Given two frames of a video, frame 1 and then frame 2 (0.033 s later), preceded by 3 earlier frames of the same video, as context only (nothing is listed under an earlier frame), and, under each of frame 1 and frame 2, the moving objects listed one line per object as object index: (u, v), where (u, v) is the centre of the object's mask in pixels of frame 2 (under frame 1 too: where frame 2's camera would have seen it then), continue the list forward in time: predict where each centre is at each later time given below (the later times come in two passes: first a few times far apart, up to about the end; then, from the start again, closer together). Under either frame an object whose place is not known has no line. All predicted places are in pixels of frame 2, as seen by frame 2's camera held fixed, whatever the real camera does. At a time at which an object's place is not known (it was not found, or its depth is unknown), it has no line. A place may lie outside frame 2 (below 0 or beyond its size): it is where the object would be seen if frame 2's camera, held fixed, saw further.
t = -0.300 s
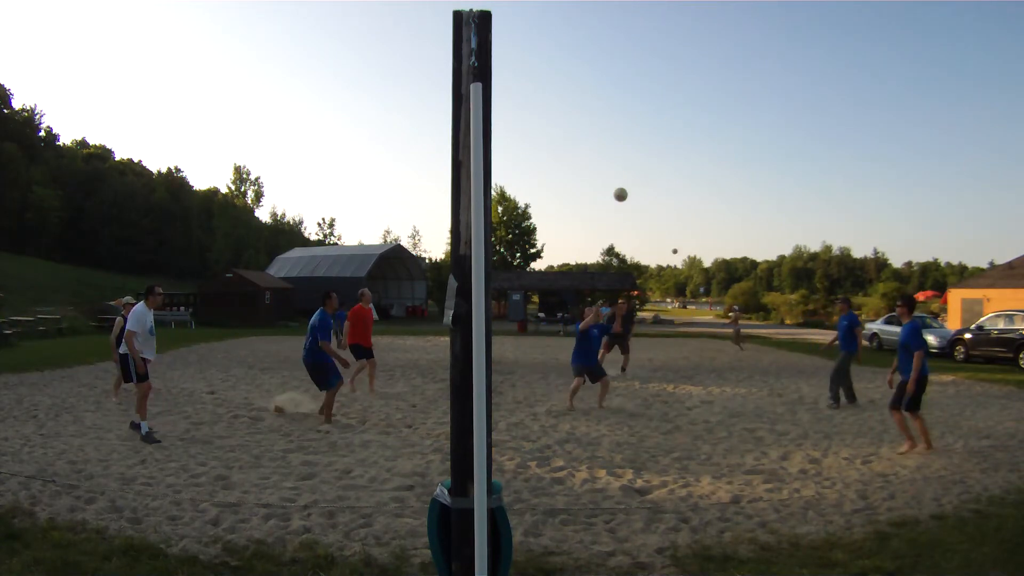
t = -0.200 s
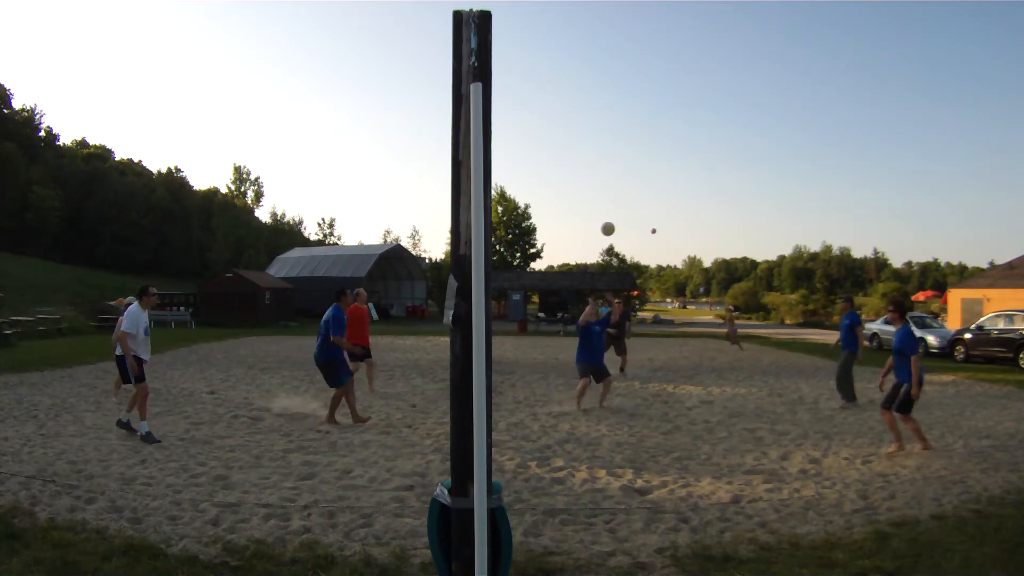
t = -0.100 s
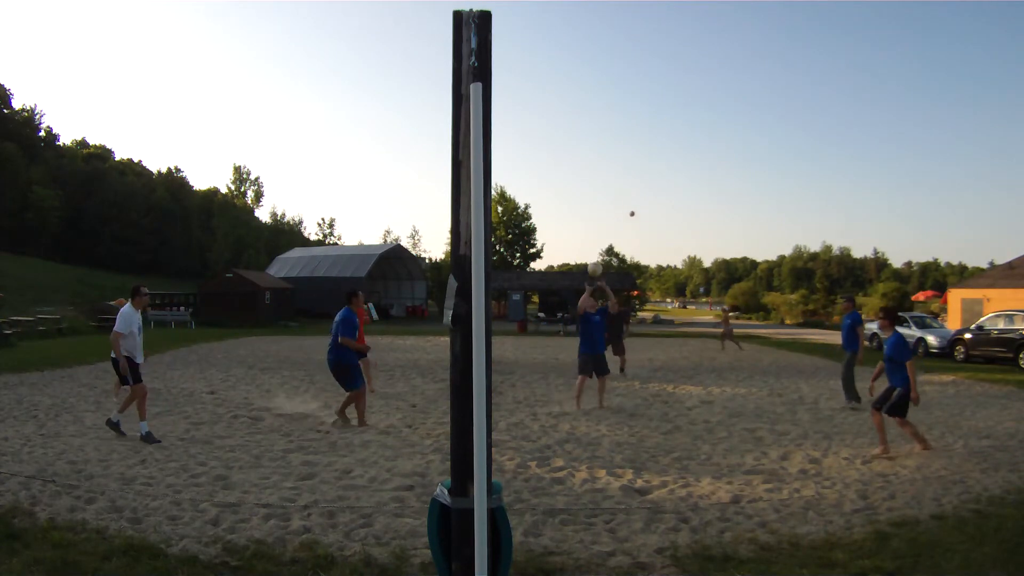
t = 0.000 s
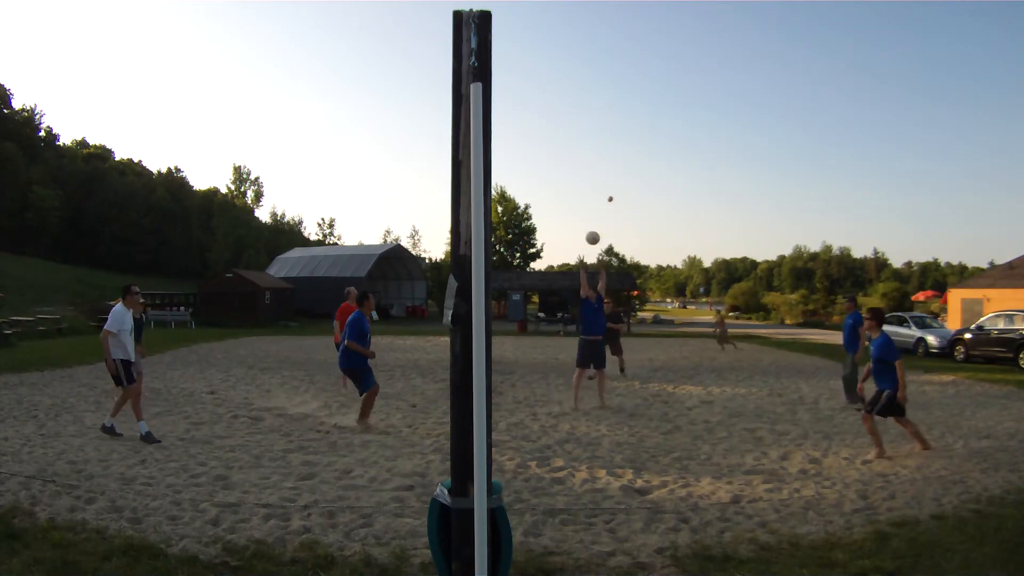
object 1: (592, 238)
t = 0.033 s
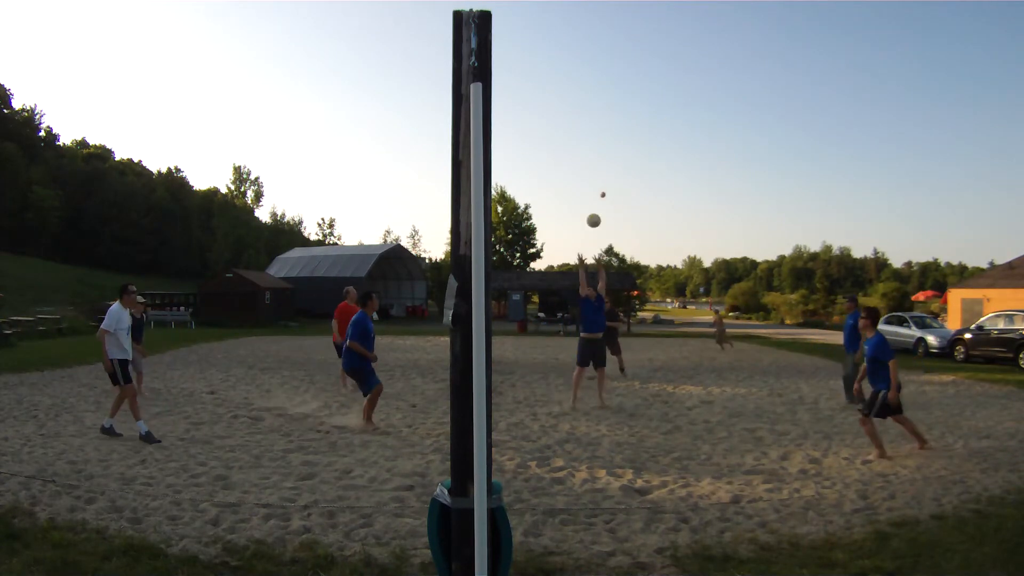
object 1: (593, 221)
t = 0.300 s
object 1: (598, 104)
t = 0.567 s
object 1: (601, 29)
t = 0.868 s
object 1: (607, 3)
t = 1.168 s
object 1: (618, 34)
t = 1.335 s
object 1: (625, 95)
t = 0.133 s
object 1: (596, 172)
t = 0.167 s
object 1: (596, 157)
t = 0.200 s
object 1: (597, 143)
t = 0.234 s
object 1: (597, 129)
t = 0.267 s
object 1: (598, 116)
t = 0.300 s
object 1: (598, 104)
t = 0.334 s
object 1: (598, 92)
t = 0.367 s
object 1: (599, 81)
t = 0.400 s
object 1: (599, 71)
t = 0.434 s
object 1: (599, 61)
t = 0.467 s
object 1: (600, 52)
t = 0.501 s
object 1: (600, 44)
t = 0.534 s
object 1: (601, 36)
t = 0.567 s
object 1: (601, 29)
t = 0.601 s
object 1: (602, 23)
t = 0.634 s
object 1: (602, 17)
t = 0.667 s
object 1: (603, 13)
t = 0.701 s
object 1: (603, 8)
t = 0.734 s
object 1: (604, 6)
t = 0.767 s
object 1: (605, 5)
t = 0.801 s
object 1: (606, 4)
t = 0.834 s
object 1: (606, 3)
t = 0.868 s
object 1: (607, 3)
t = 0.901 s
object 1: (608, 3)
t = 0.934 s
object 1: (609, 4)
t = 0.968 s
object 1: (610, 5)
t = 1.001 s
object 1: (611, 6)
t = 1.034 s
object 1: (613, 8)
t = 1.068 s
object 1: (614, 13)
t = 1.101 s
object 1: (615, 19)
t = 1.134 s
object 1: (617, 26)
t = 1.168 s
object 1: (618, 34)
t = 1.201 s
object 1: (620, 43)
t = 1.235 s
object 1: (621, 54)
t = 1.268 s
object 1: (623, 66)
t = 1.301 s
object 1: (624, 79)
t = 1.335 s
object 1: (625, 95)
